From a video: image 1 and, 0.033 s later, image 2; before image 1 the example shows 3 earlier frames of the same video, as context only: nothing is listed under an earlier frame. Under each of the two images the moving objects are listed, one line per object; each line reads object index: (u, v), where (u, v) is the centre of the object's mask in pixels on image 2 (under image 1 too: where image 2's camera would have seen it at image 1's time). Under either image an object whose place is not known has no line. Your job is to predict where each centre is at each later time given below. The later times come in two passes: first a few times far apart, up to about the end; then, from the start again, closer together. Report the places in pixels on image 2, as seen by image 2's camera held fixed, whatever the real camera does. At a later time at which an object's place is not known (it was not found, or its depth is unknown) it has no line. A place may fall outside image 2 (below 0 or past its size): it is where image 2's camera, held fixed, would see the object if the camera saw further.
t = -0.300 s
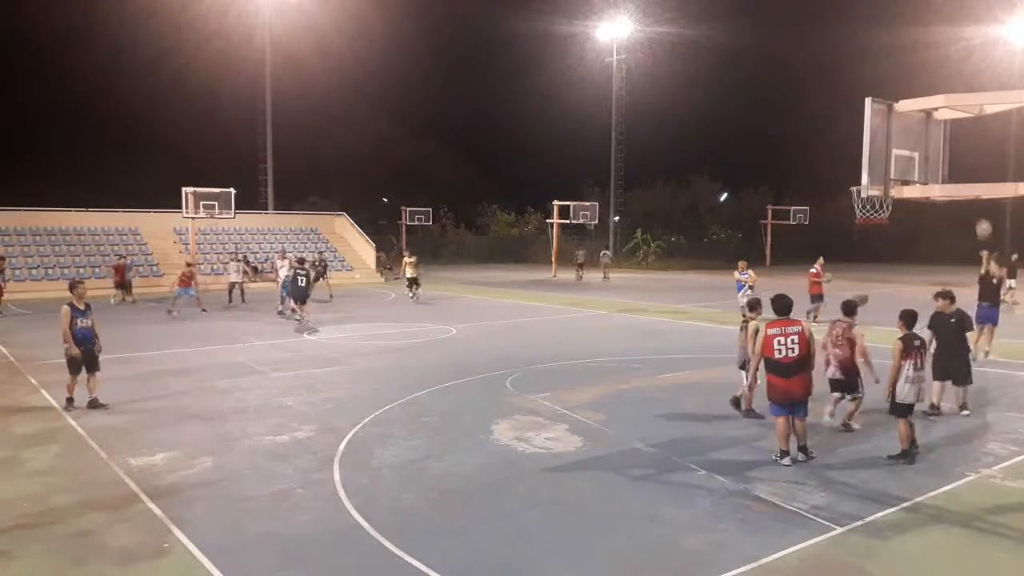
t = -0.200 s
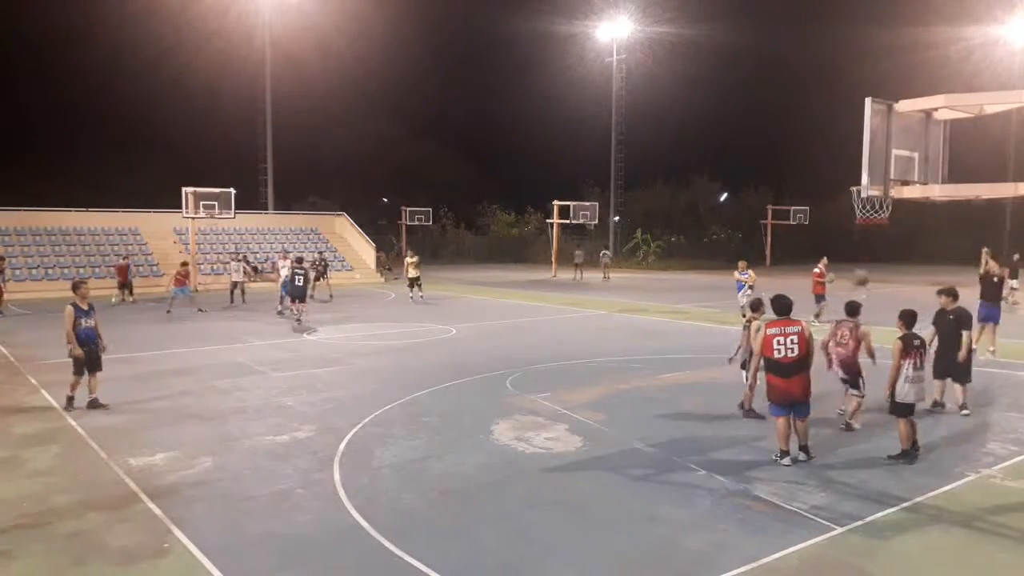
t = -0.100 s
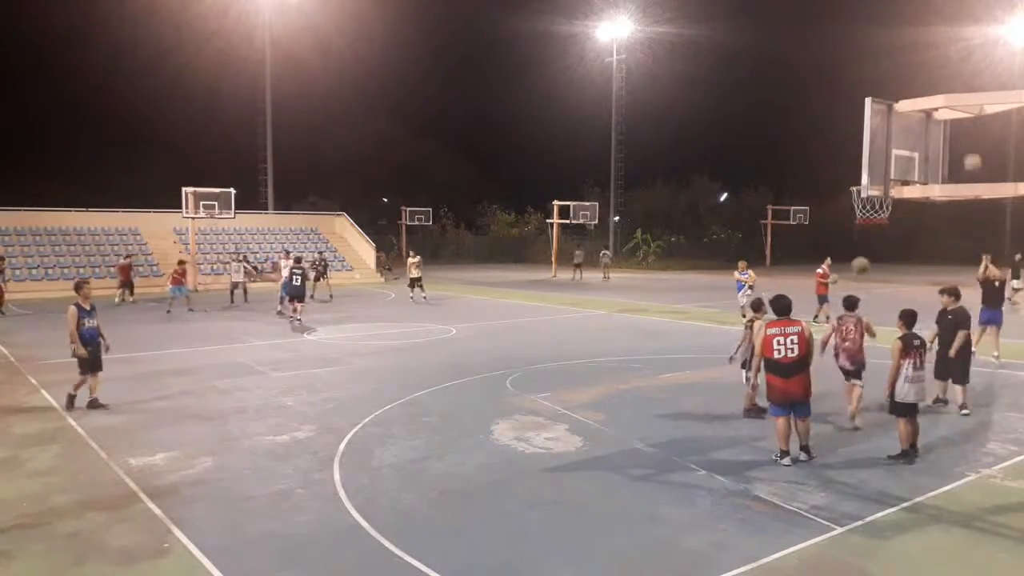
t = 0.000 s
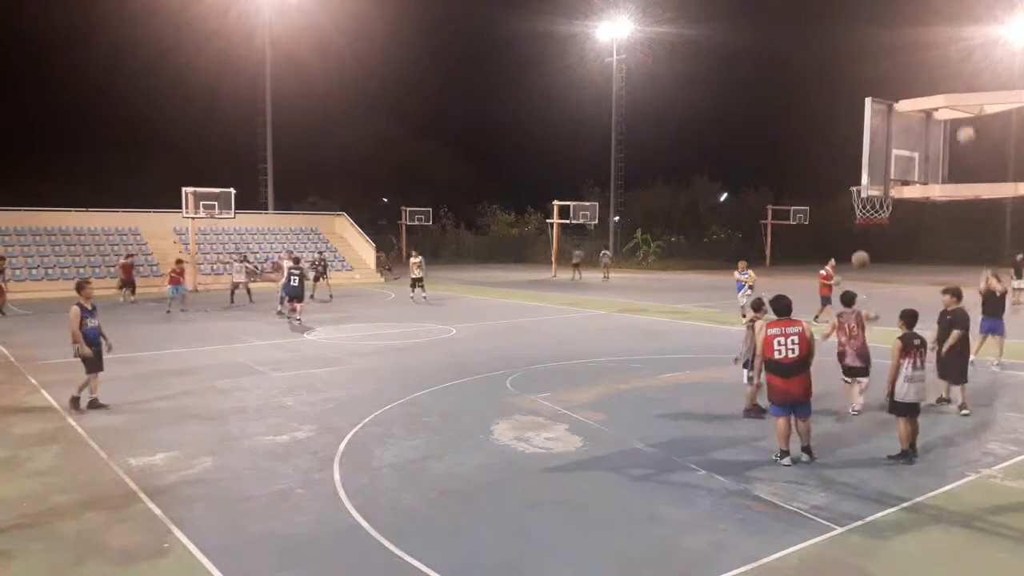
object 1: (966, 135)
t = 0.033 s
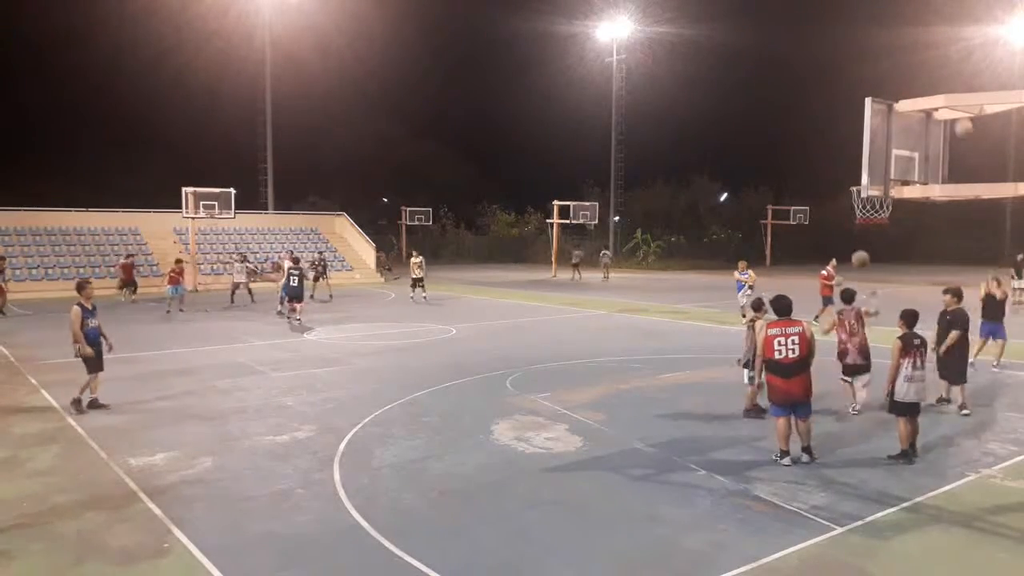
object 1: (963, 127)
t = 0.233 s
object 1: (946, 88)
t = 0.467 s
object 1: (922, 75)
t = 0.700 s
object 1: (892, 96)
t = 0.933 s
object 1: (852, 172)
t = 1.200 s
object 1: (830, 161)
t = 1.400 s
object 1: (810, 184)
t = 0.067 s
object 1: (961, 122)
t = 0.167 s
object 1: (953, 92)
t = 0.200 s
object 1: (949, 90)
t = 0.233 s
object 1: (946, 88)
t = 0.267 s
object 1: (944, 85)
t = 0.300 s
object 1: (940, 82)
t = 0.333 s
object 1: (937, 79)
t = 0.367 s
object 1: (933, 77)
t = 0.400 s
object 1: (931, 76)
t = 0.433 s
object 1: (926, 75)
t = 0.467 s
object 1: (922, 75)
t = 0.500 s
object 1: (918, 75)
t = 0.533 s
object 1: (915, 78)
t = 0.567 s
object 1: (911, 81)
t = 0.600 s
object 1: (906, 86)
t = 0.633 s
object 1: (902, 89)
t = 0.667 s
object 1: (897, 93)
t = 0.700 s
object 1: (892, 96)
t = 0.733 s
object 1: (891, 99)
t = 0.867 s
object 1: (858, 149)
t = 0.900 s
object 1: (856, 158)
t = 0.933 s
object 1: (852, 172)
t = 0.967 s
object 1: (850, 176)
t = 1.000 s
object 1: (847, 170)
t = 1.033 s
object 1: (845, 167)
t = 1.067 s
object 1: (842, 164)
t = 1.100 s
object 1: (839, 162)
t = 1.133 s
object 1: (836, 160)
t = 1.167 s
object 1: (833, 160)
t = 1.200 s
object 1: (830, 161)
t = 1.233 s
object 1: (827, 162)
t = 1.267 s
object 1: (824, 165)
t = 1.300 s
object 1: (821, 168)
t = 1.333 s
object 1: (818, 172)
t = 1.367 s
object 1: (814, 177)
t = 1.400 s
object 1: (810, 184)
